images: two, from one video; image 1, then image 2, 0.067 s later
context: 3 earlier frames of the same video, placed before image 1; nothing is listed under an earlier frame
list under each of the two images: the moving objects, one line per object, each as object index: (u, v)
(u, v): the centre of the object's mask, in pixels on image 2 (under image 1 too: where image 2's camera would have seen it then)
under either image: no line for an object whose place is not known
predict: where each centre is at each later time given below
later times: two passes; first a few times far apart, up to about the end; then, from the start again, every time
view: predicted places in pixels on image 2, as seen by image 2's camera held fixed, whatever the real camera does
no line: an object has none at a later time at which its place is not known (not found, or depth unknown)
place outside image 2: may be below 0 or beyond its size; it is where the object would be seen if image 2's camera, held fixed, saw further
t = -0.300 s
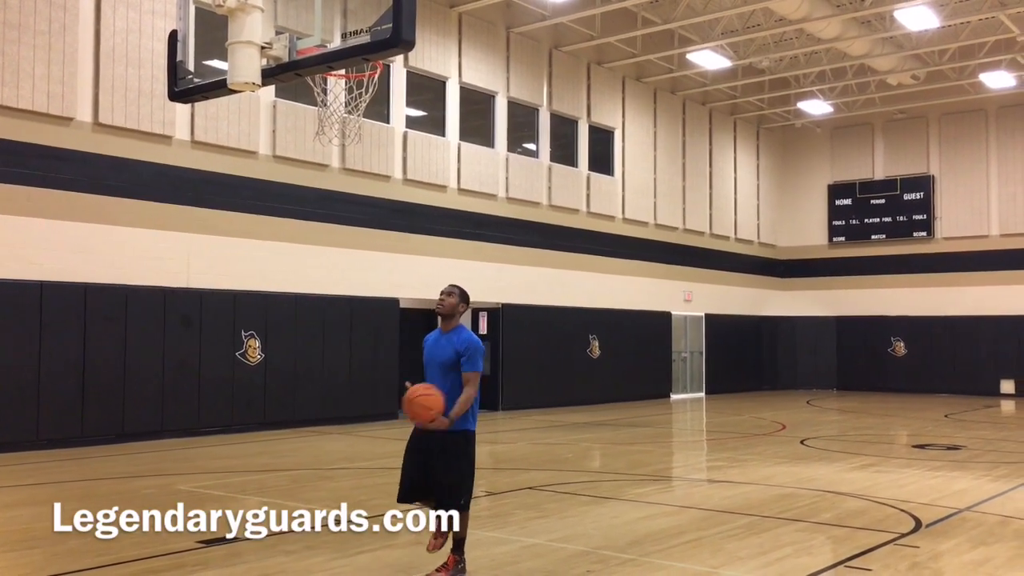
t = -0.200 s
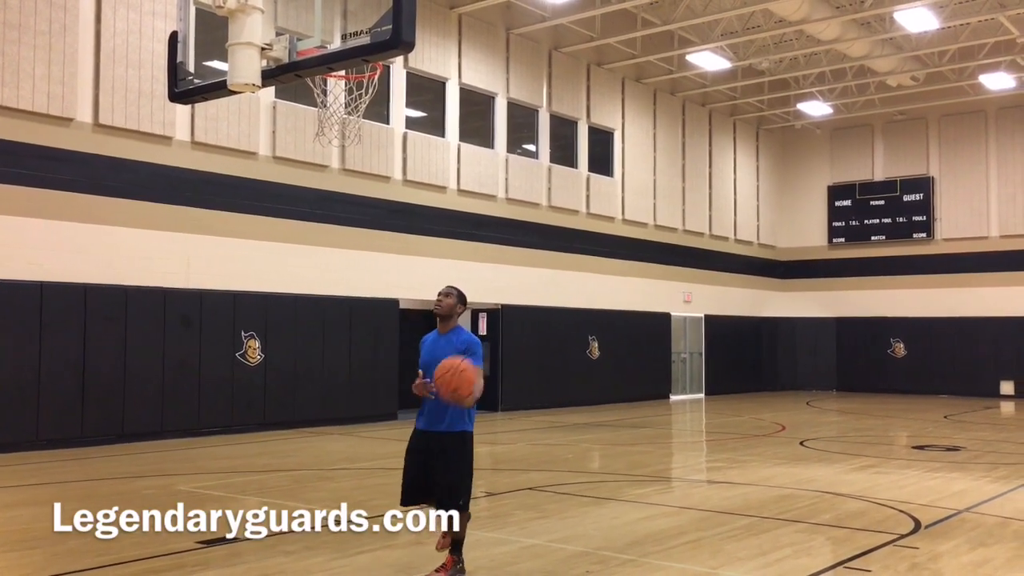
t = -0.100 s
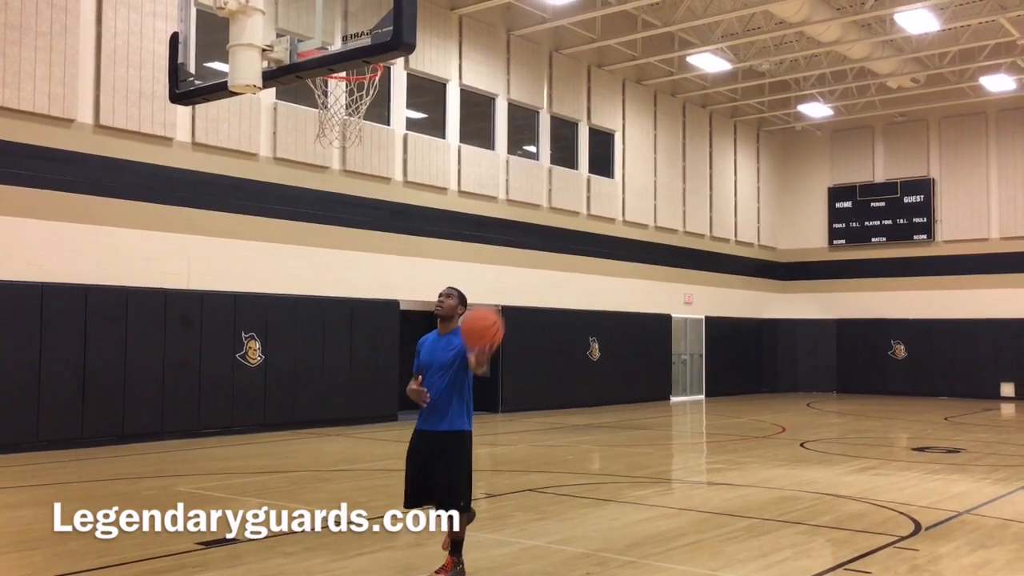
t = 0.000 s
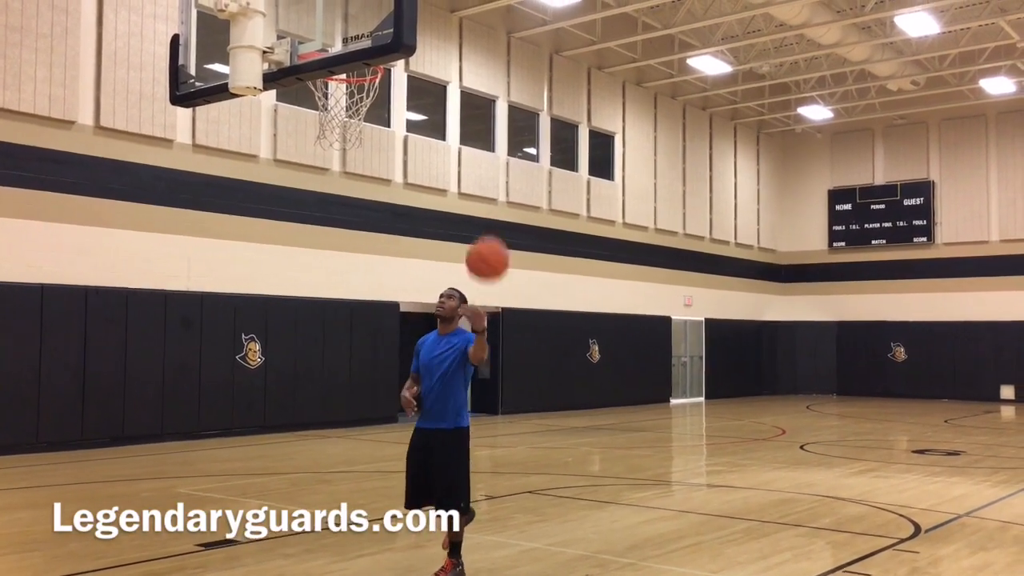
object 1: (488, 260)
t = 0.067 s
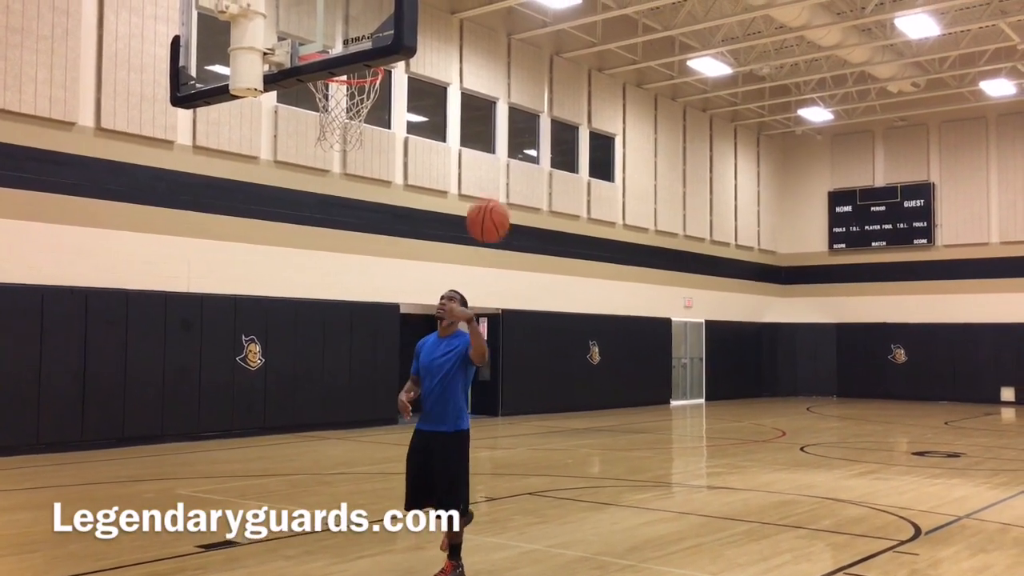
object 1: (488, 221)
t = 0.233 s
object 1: (488, 151)
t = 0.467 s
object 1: (488, 136)
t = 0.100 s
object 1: (488, 203)
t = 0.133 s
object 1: (488, 186)
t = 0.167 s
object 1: (488, 173)
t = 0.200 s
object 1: (488, 161)
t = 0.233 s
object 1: (488, 151)
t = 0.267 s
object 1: (488, 143)
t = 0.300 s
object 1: (488, 137)
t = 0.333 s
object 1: (488, 134)
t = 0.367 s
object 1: (488, 132)
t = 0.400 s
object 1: (488, 131)
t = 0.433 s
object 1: (488, 133)
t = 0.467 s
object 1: (488, 136)
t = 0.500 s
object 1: (488, 141)
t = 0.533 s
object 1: (487, 148)
